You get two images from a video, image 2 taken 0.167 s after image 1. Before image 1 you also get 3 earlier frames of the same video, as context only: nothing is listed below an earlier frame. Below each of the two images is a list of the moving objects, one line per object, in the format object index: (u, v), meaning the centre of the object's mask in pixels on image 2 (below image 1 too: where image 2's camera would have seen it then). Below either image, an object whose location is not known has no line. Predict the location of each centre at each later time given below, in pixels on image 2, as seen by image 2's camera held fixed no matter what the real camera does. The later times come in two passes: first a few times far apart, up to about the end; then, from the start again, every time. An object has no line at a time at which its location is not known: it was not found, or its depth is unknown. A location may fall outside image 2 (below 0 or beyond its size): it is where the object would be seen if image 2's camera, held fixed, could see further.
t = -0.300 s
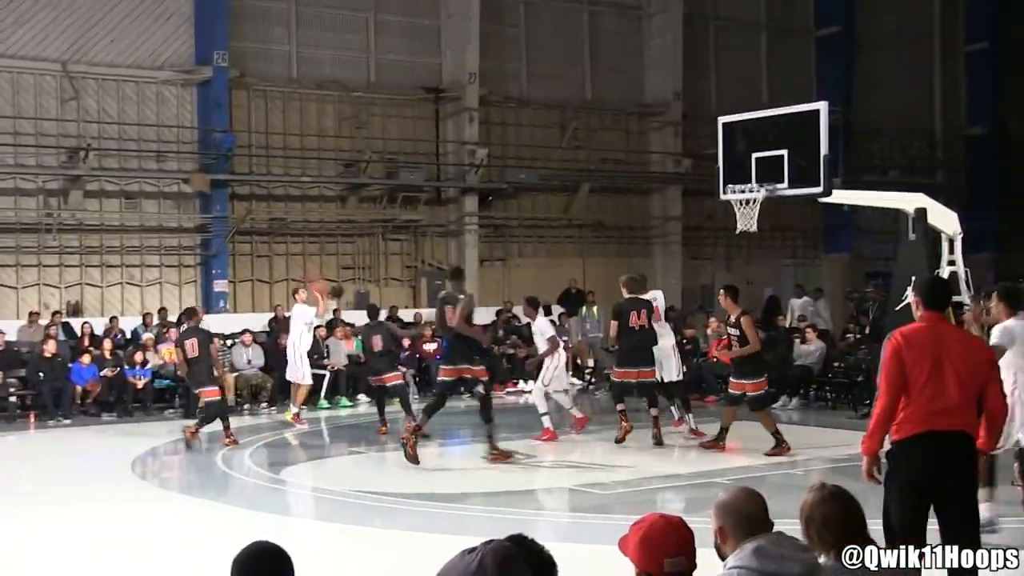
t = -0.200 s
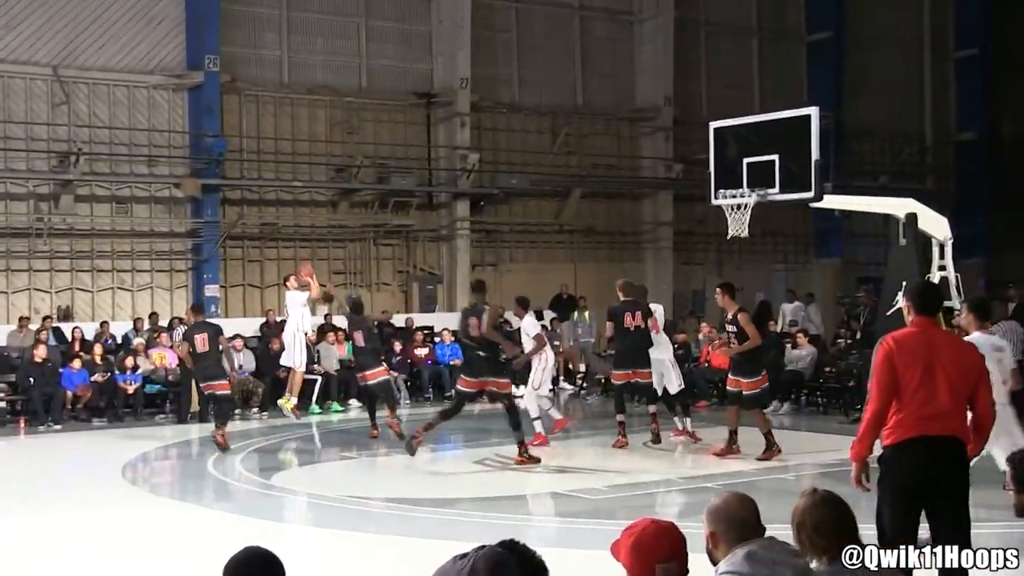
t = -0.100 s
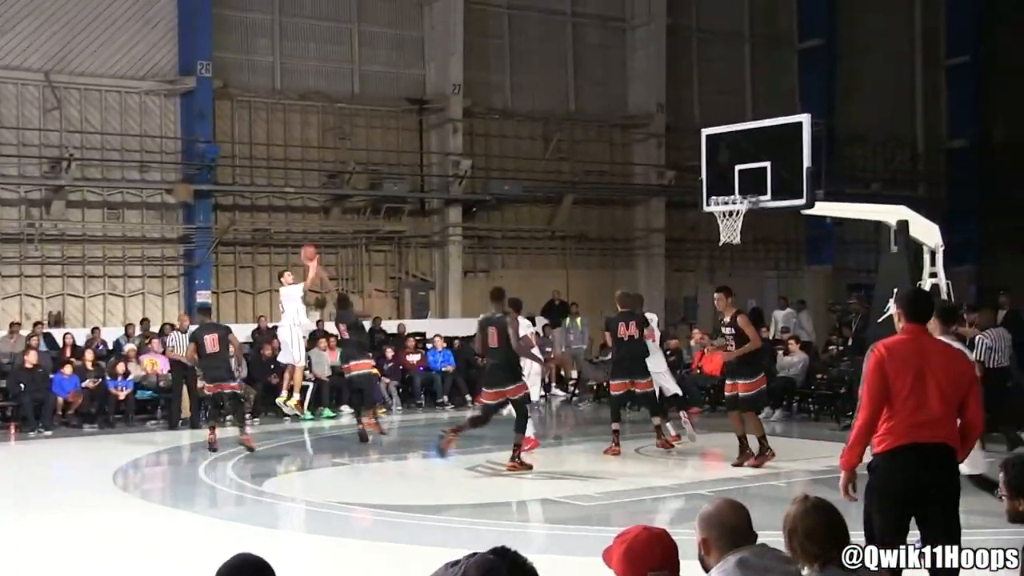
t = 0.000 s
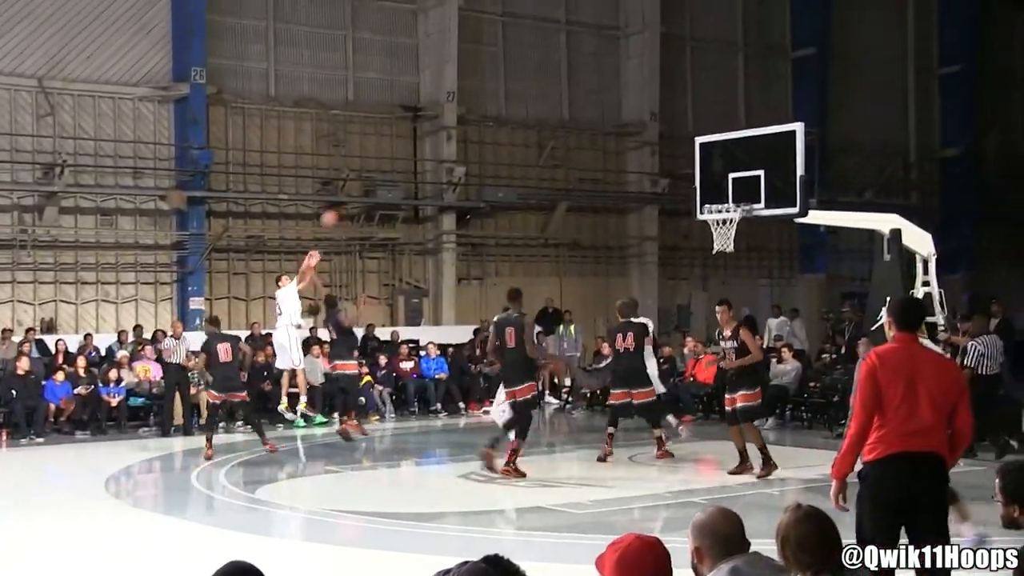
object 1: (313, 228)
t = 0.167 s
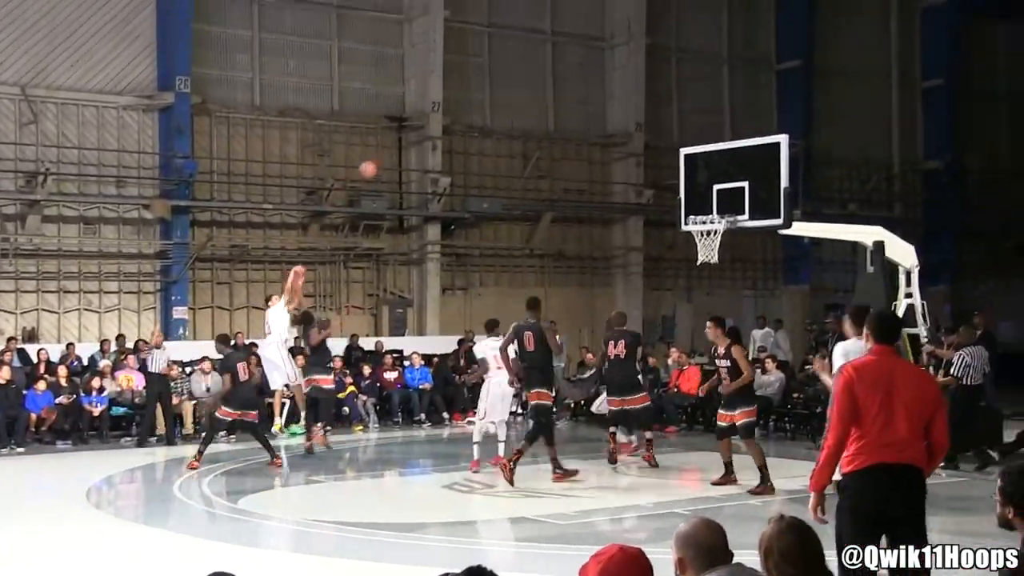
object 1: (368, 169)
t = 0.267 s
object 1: (402, 142)
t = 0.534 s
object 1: (493, 104)
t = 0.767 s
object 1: (576, 112)
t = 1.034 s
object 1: (675, 174)
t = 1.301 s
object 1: (727, 195)
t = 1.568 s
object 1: (685, 207)
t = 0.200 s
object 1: (379, 159)
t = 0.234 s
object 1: (390, 150)
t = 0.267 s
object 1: (402, 142)
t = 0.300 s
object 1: (413, 135)
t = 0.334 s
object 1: (425, 127)
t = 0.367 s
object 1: (435, 121)
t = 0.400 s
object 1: (446, 117)
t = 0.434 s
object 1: (458, 112)
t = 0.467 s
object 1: (469, 109)
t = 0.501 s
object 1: (481, 106)
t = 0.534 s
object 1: (493, 104)
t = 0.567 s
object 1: (505, 102)
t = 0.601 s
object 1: (516, 102)
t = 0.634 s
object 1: (528, 103)
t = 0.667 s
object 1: (540, 104)
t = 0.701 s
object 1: (552, 106)
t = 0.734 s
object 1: (564, 108)
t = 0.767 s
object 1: (576, 112)
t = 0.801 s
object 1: (588, 117)
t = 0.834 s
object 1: (600, 122)
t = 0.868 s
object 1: (613, 129)
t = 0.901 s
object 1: (625, 136)
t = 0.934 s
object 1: (637, 144)
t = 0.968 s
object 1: (650, 153)
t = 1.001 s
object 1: (662, 163)
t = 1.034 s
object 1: (675, 174)
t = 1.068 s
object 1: (691, 187)
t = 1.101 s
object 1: (702, 199)
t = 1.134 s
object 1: (712, 206)
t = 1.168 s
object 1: (717, 203)
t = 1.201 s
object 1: (722, 200)
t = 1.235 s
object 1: (726, 198)
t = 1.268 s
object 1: (729, 196)
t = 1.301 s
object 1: (727, 195)
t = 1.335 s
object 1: (721, 193)
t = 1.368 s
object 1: (716, 192)
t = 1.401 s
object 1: (711, 192)
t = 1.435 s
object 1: (705, 193)
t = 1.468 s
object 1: (700, 196)
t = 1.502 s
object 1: (696, 198)
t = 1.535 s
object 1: (692, 202)
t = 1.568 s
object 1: (685, 207)
